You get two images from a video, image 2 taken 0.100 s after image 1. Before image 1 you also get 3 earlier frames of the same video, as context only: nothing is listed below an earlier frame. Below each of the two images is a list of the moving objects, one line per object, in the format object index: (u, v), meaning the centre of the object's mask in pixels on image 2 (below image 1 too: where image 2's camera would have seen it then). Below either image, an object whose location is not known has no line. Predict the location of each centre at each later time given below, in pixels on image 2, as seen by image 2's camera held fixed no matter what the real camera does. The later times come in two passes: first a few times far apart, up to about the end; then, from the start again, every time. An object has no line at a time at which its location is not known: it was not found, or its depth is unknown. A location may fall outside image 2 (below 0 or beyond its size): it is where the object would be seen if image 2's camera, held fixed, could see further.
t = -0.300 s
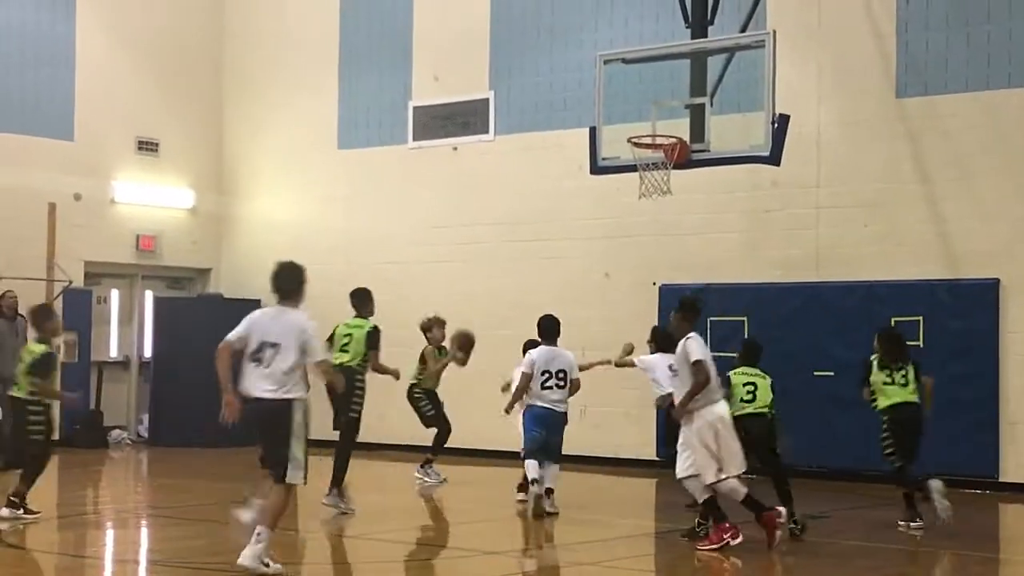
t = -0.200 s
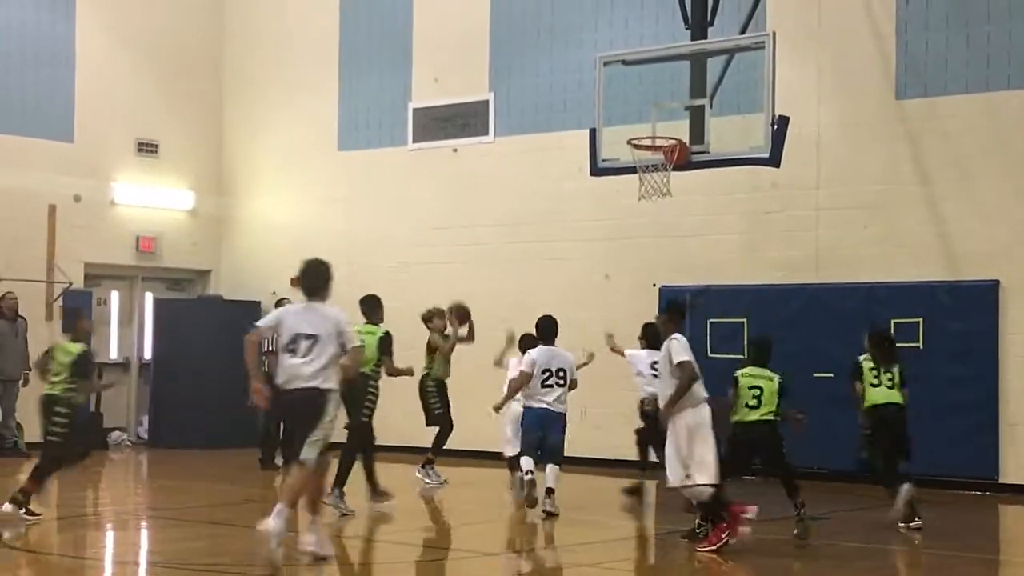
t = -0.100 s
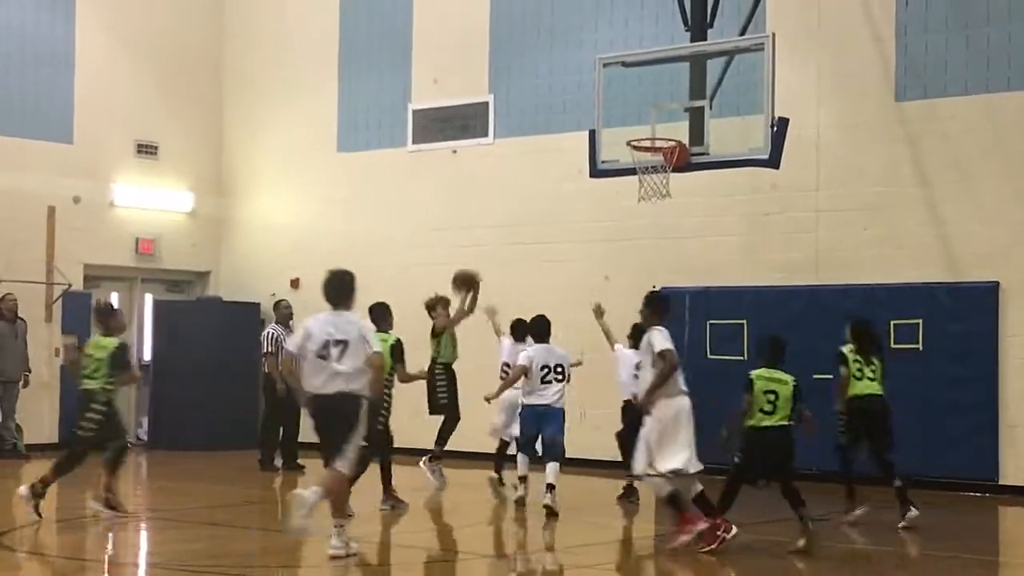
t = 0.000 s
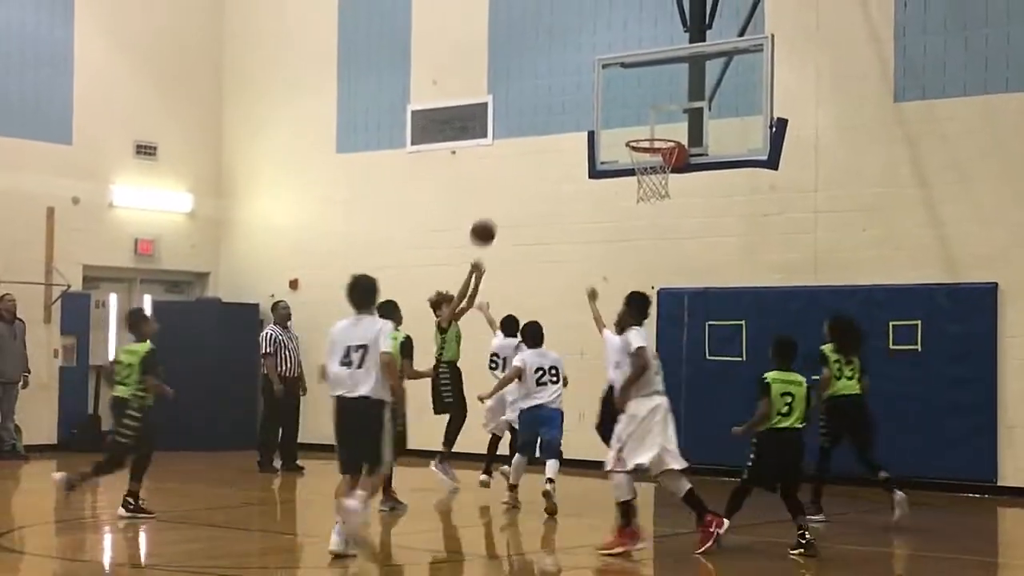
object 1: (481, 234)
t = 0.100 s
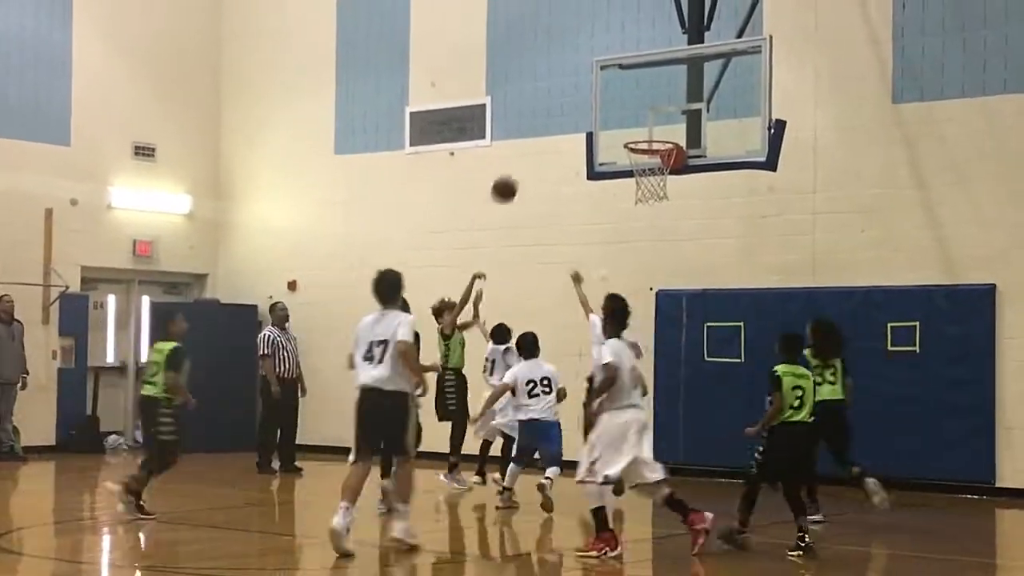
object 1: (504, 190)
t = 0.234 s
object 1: (535, 146)
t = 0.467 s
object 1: (589, 114)
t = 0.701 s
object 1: (644, 134)
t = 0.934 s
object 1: (654, 144)
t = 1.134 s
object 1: (640, 149)
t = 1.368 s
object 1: (664, 190)
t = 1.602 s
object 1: (679, 277)
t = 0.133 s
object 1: (512, 177)
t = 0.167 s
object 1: (519, 165)
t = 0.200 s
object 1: (527, 155)
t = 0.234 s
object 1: (535, 146)
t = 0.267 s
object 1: (542, 138)
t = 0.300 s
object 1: (550, 131)
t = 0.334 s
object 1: (558, 125)
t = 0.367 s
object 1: (566, 121)
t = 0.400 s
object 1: (573, 118)
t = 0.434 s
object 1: (581, 115)
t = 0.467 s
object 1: (589, 114)
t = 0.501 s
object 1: (597, 114)
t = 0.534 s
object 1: (605, 116)
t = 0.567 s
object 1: (613, 119)
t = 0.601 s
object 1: (621, 123)
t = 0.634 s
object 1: (629, 128)
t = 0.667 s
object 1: (637, 132)
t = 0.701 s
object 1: (644, 134)
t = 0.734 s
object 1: (651, 136)
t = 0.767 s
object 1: (656, 139)
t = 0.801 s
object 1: (660, 141)
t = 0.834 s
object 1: (662, 142)
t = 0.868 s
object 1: (662, 142)
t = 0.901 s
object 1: (660, 144)
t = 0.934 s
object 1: (654, 144)
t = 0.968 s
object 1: (651, 146)
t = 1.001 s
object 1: (646, 146)
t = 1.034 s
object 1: (642, 146)
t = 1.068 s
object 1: (641, 146)
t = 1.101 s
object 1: (641, 147)
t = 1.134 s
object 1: (640, 149)
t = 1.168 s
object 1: (644, 152)
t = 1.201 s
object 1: (647, 157)
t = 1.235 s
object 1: (650, 161)
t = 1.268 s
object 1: (653, 170)
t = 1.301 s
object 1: (659, 180)
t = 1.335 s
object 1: (661, 184)
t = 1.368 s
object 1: (664, 190)
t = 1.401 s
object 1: (666, 201)
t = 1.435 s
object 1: (668, 210)
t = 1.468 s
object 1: (670, 222)
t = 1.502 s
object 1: (672, 234)
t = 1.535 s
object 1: (675, 248)
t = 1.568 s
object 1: (677, 263)
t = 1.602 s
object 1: (679, 277)
